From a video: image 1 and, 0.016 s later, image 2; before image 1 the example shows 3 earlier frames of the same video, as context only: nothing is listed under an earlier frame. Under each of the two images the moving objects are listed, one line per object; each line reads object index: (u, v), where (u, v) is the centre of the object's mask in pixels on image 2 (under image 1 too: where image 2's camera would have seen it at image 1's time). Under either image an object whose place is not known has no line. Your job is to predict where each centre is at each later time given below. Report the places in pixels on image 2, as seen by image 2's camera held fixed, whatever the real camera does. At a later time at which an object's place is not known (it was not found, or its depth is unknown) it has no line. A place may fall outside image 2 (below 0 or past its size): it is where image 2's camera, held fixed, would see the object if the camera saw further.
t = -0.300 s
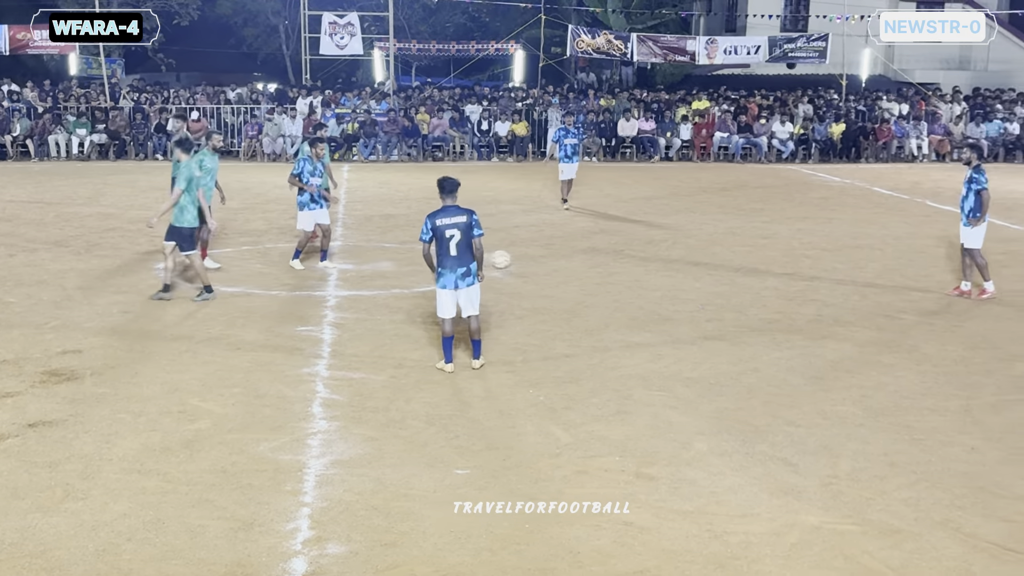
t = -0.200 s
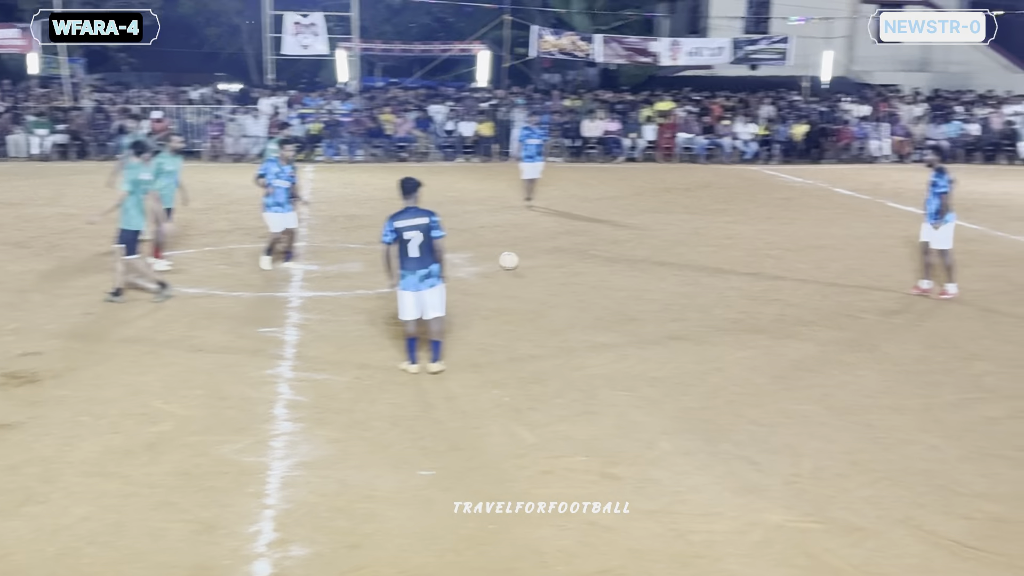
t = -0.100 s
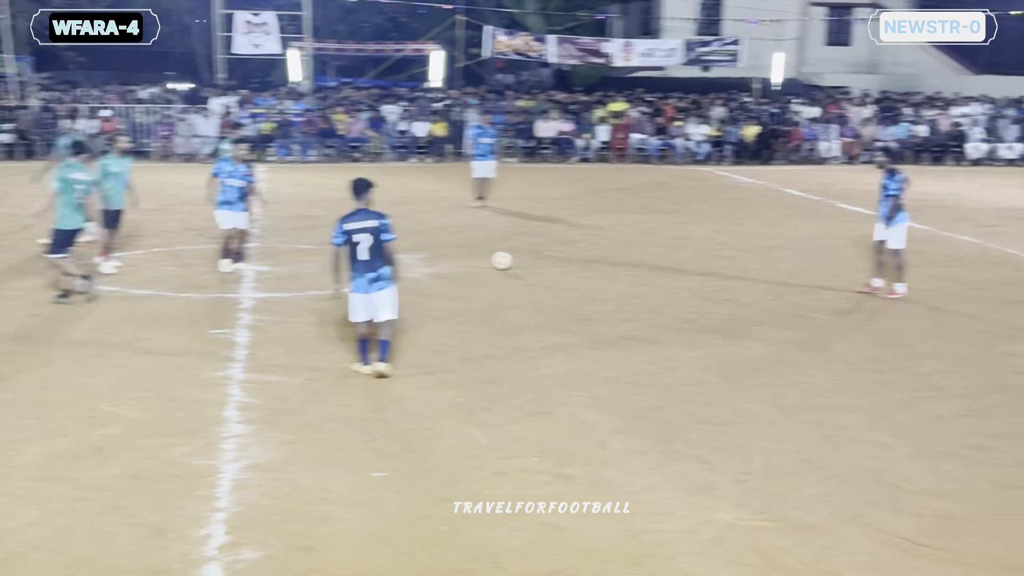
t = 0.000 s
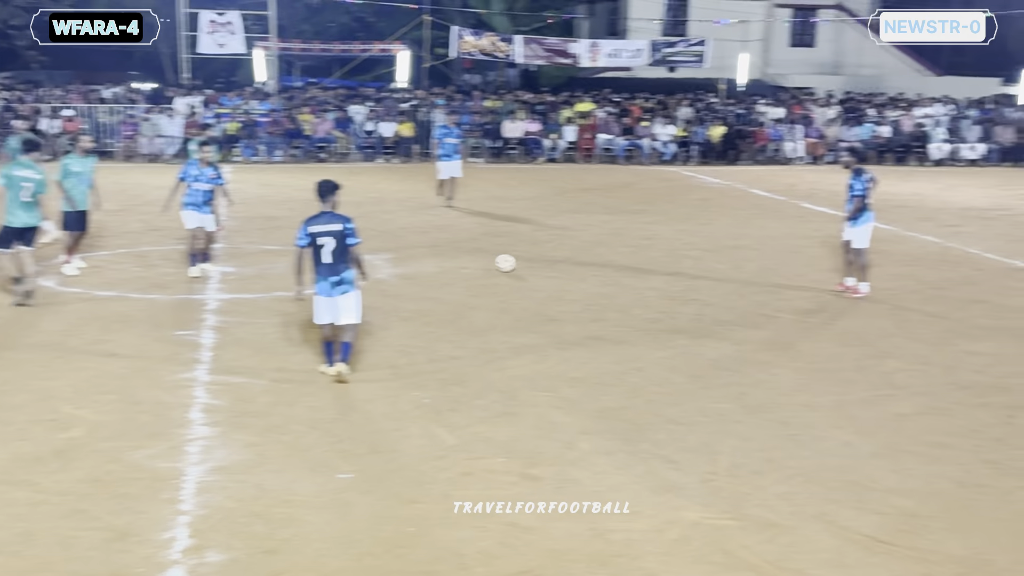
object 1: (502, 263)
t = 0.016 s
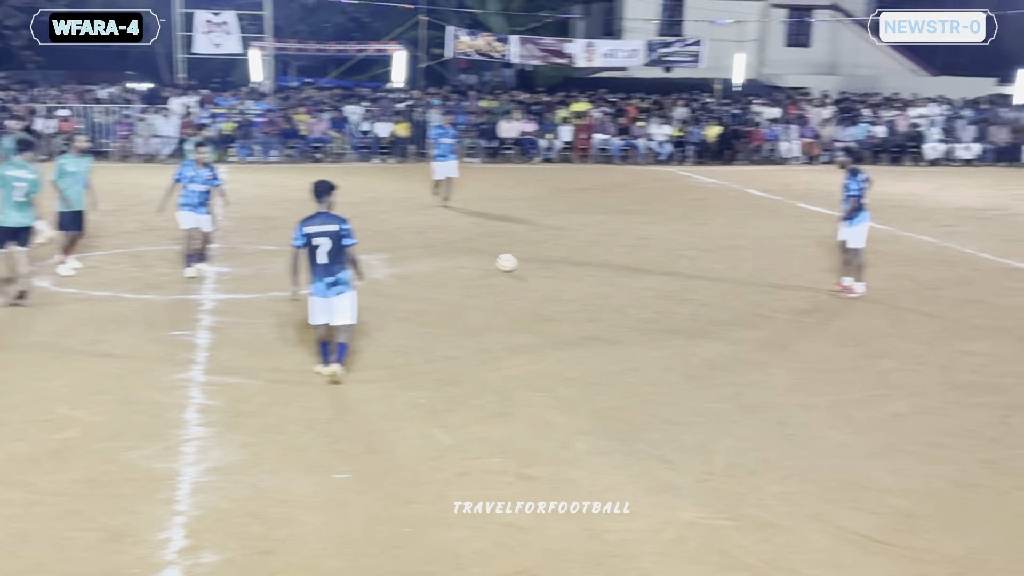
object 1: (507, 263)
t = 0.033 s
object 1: (511, 262)
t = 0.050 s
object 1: (516, 262)
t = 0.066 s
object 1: (521, 262)
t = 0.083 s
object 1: (526, 262)
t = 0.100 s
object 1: (531, 262)
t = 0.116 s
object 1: (535, 263)
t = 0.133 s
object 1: (541, 263)
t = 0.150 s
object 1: (546, 264)
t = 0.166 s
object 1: (551, 265)
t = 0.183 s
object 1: (555, 264)
